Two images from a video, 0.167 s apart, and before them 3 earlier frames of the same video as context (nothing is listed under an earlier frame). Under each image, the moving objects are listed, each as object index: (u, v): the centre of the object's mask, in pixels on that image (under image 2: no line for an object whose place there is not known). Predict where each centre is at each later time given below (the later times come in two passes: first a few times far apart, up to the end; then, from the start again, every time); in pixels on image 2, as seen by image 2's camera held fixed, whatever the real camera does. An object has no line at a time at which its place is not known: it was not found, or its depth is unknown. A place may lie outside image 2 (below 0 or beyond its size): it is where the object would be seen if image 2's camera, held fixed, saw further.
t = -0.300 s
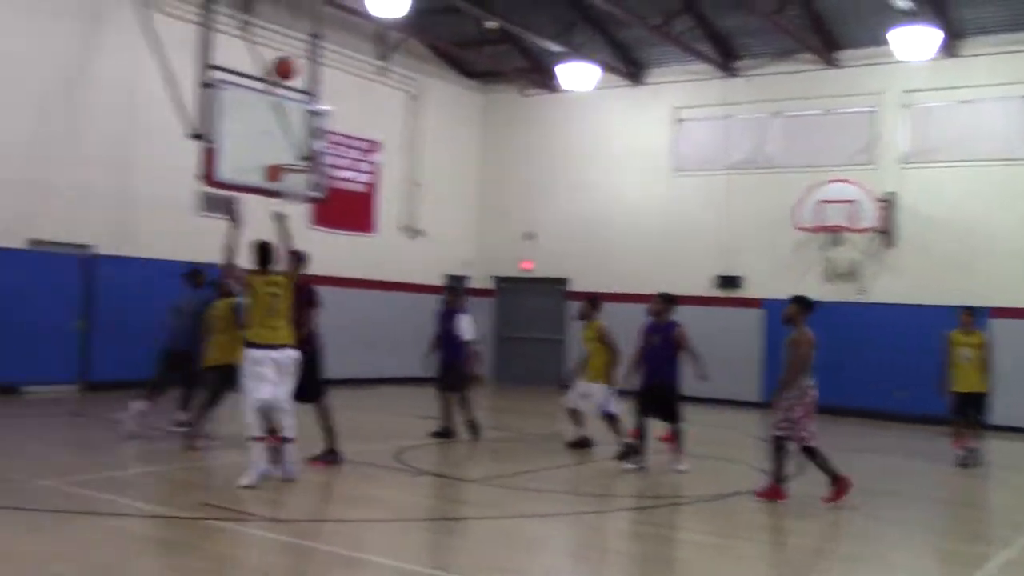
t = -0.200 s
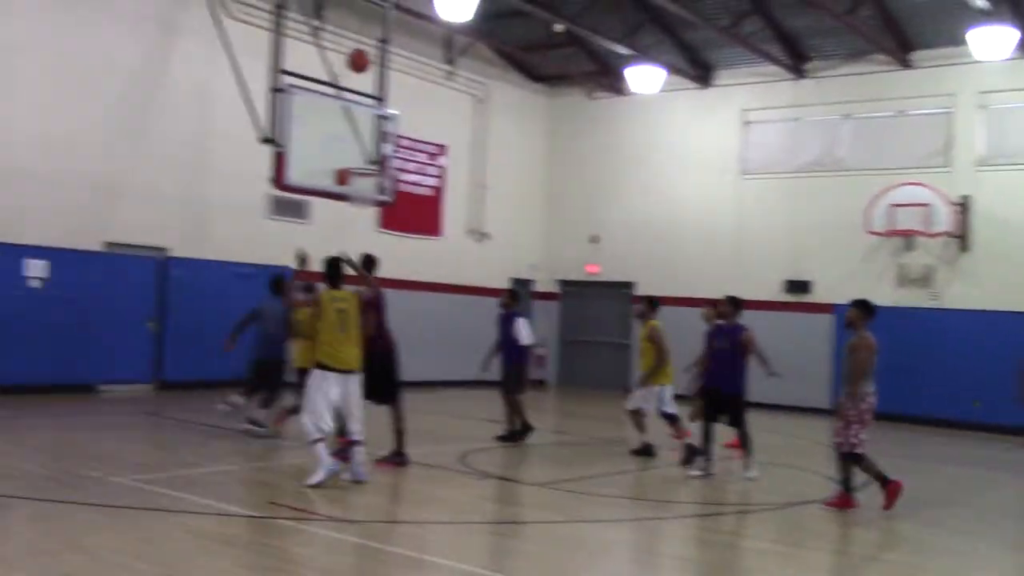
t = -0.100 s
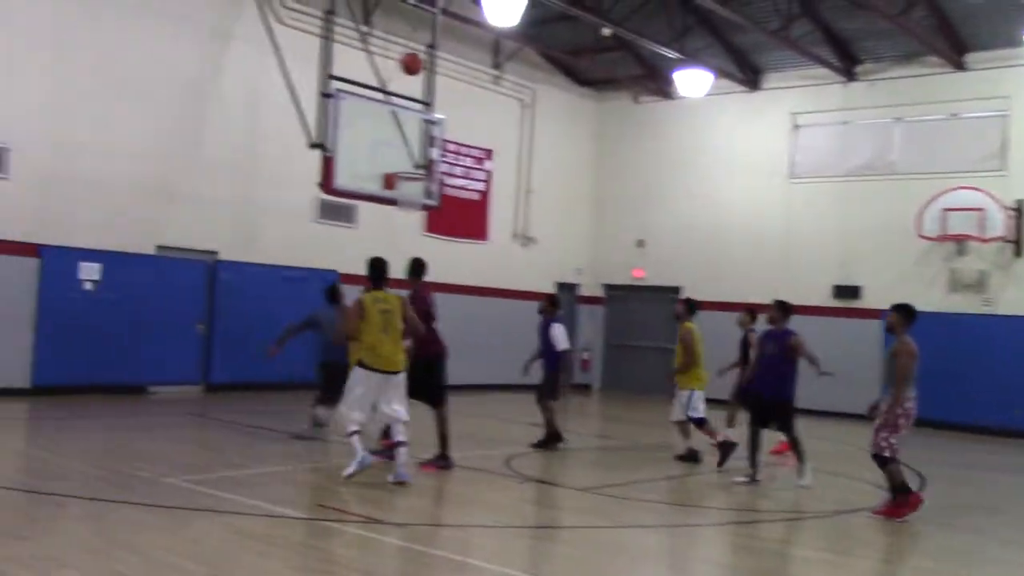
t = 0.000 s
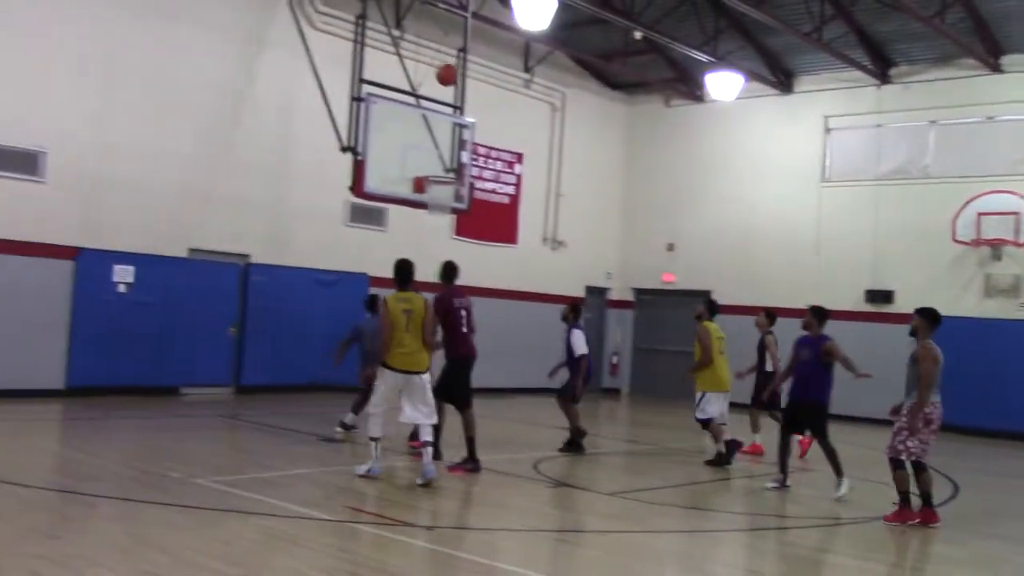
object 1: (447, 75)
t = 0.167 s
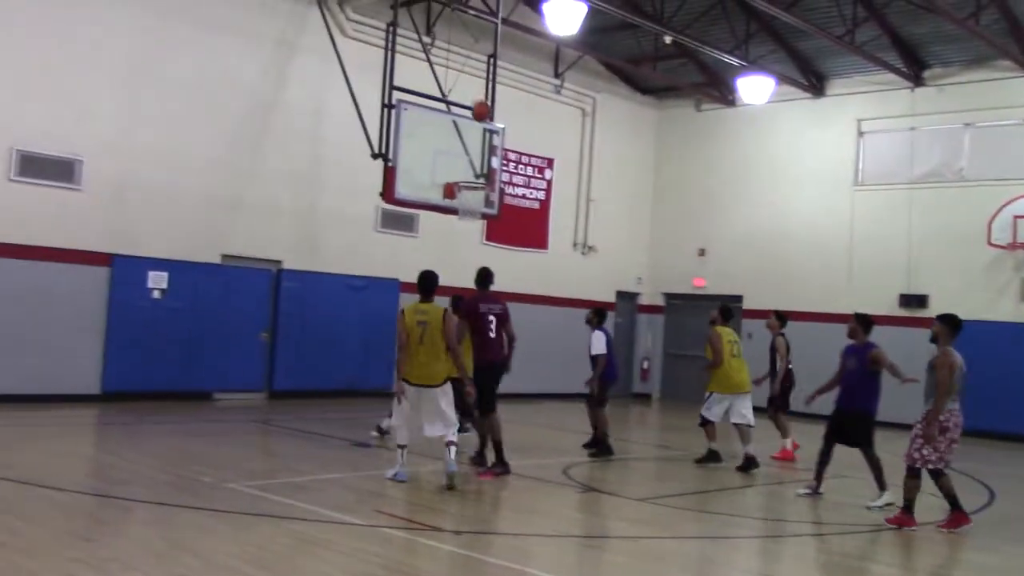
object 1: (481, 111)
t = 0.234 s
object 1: (482, 129)
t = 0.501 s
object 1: (507, 156)
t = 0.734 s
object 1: (553, 143)
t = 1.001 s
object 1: (605, 185)
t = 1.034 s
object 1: (610, 194)
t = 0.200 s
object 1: (481, 119)
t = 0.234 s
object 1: (482, 129)
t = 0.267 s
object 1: (482, 139)
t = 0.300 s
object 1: (482, 149)
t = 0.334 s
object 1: (482, 160)
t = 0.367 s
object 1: (484, 173)
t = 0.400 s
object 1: (487, 175)
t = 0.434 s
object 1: (492, 168)
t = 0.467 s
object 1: (499, 160)
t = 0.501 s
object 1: (507, 156)
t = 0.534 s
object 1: (513, 152)
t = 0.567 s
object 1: (521, 147)
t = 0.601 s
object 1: (527, 145)
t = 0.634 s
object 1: (533, 143)
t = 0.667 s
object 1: (540, 142)
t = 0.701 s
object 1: (546, 142)
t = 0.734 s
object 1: (553, 143)
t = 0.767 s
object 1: (560, 145)
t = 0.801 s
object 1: (566, 148)
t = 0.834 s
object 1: (572, 151)
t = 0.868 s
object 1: (579, 156)
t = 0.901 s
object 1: (584, 162)
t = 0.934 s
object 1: (590, 168)
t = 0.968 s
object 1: (597, 176)
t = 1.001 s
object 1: (605, 185)
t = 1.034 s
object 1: (610, 194)
